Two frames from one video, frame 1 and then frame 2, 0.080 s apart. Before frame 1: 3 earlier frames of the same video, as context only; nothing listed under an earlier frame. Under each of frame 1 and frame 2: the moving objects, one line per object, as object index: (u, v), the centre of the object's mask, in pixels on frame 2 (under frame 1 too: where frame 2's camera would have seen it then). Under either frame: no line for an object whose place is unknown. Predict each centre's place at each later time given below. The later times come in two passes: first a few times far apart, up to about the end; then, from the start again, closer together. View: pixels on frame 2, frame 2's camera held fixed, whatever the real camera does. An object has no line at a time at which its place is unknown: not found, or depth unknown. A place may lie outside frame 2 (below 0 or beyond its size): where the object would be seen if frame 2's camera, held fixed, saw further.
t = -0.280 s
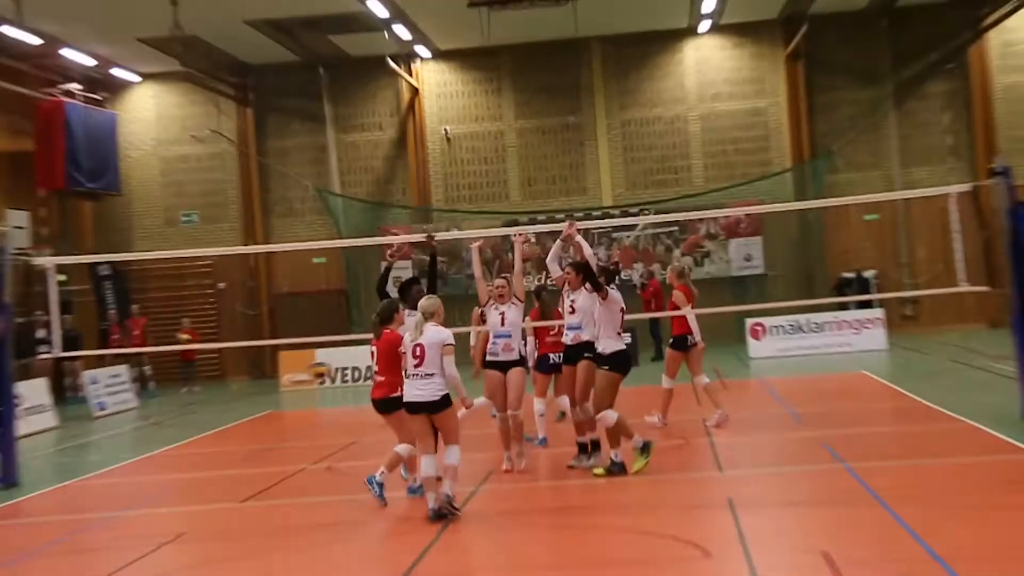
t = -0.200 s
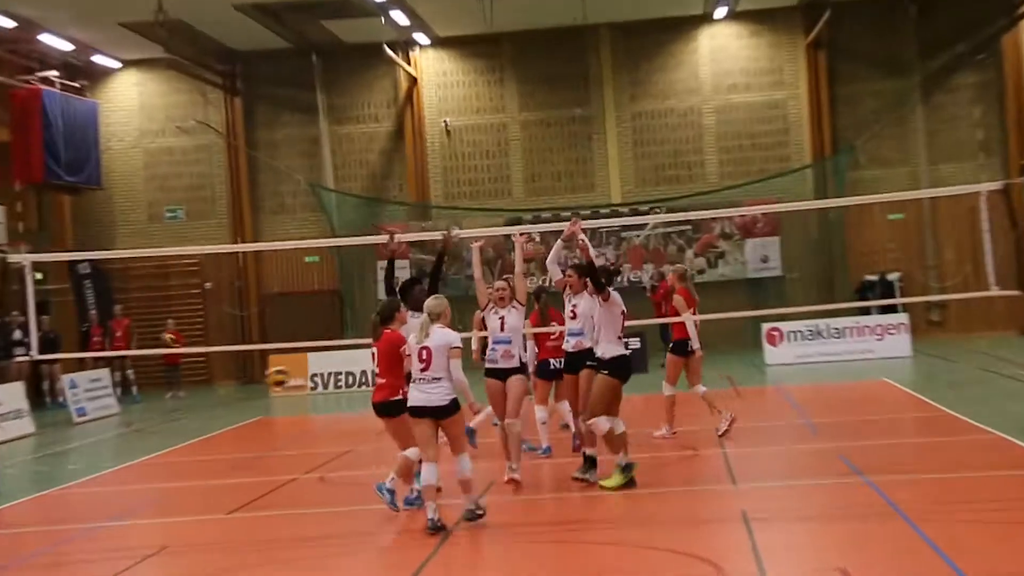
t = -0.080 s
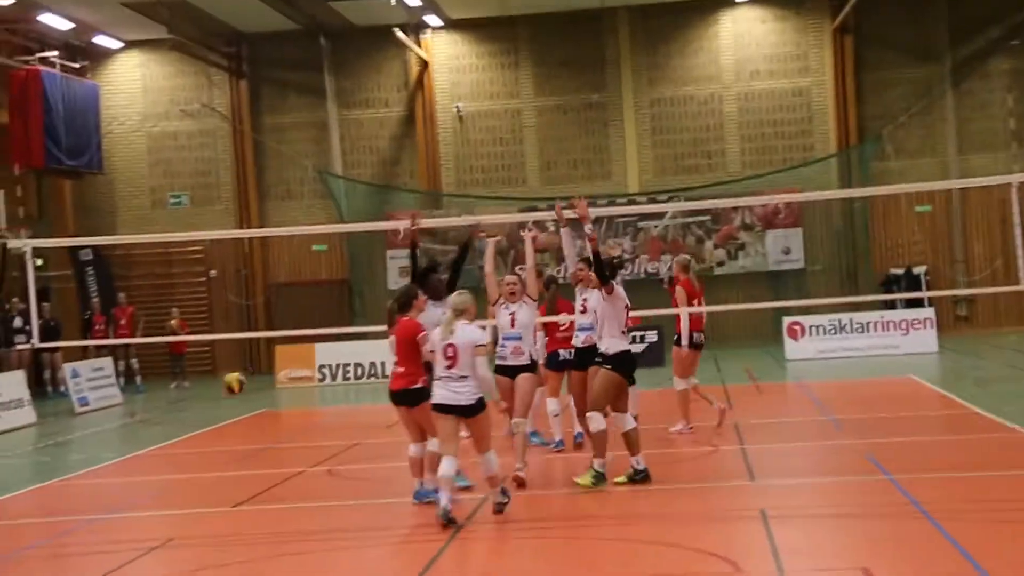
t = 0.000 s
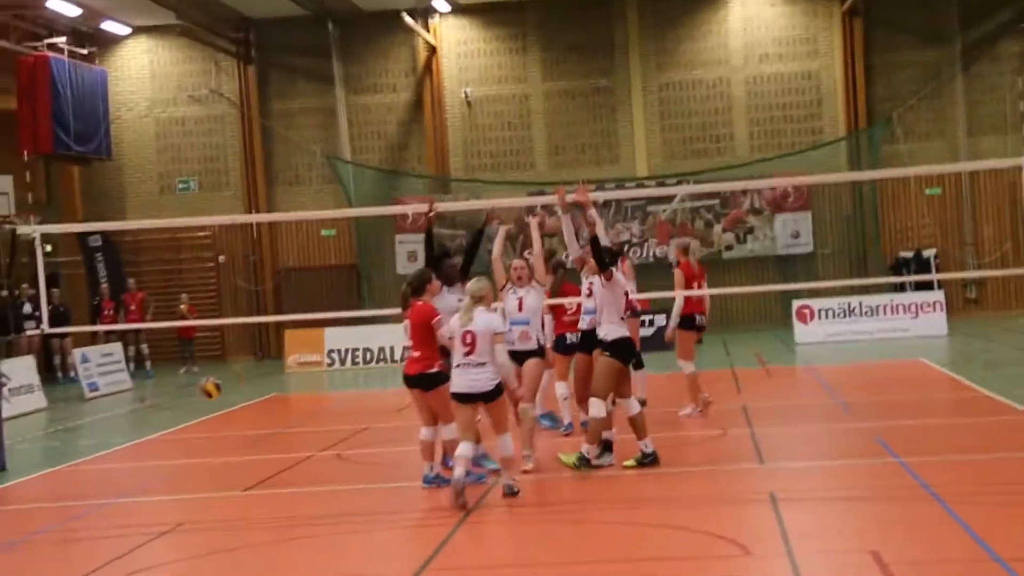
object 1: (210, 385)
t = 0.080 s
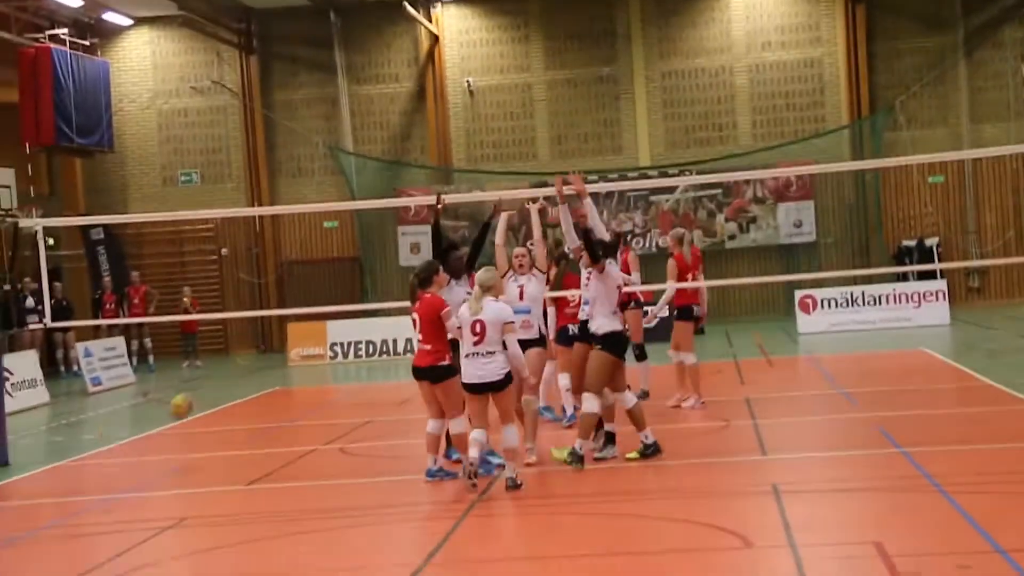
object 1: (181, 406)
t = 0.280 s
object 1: (91, 429)
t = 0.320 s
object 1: (69, 419)
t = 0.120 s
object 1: (165, 424)
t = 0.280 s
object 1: (91, 429)
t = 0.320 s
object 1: (69, 419)
